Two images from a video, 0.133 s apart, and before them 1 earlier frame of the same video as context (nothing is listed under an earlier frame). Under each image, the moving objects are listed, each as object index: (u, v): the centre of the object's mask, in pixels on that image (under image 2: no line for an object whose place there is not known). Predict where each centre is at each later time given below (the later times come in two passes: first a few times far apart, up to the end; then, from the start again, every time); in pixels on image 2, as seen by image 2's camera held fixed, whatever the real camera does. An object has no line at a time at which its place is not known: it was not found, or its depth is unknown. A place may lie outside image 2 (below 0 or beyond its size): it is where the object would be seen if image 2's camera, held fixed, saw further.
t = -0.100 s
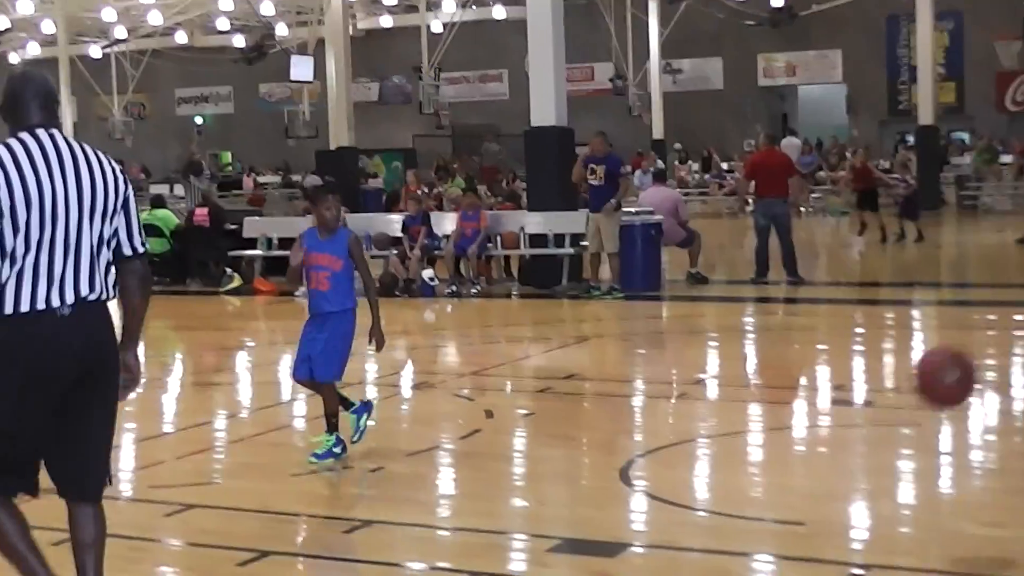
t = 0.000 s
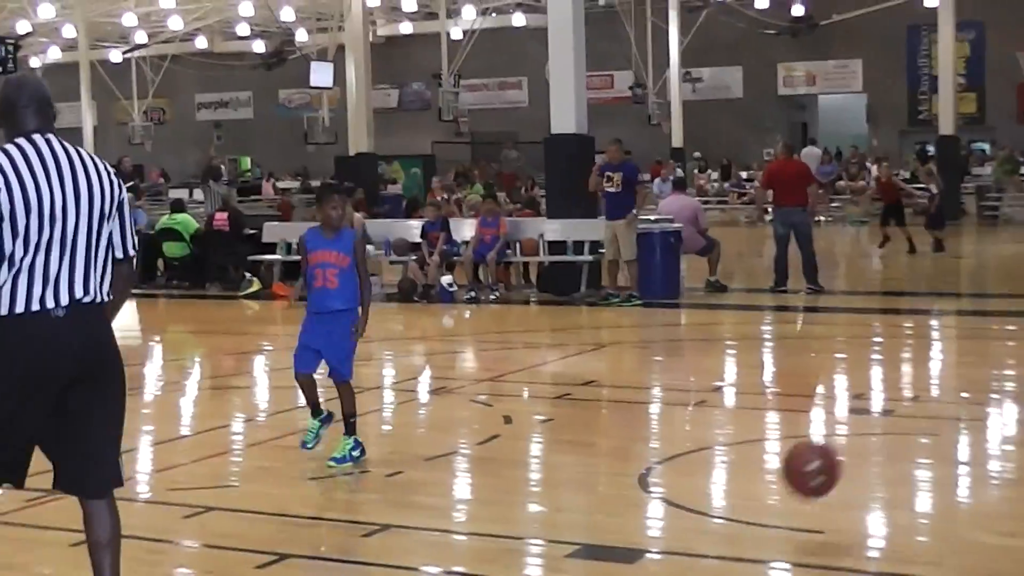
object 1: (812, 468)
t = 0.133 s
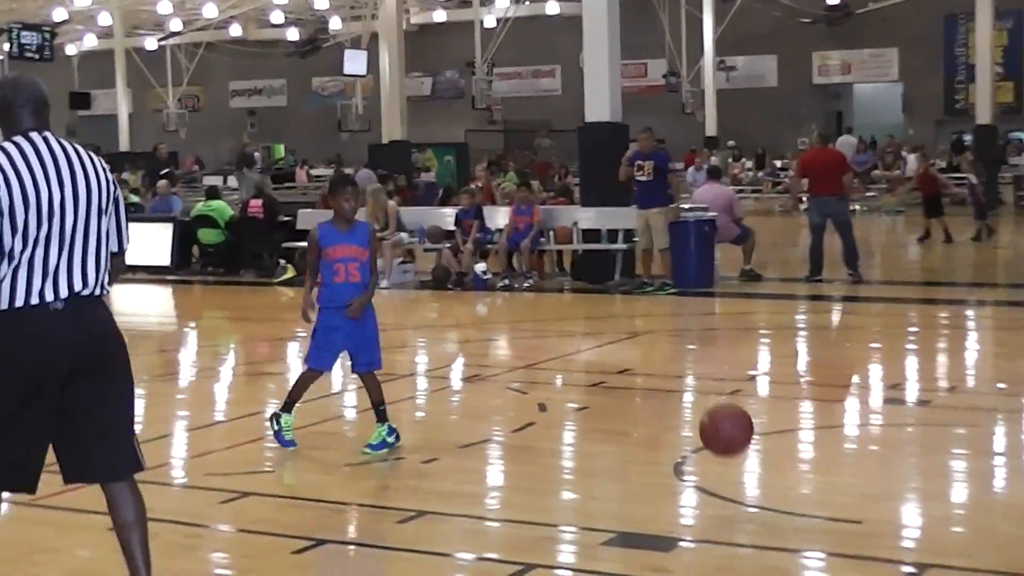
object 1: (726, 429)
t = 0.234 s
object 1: (668, 360)
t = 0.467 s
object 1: (552, 297)
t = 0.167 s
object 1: (706, 403)
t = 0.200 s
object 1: (686, 380)
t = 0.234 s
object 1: (668, 360)
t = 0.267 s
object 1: (650, 345)
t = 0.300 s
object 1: (632, 330)
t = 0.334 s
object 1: (616, 321)
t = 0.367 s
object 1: (599, 310)
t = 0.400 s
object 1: (583, 304)
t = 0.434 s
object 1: (567, 299)
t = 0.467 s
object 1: (552, 297)
